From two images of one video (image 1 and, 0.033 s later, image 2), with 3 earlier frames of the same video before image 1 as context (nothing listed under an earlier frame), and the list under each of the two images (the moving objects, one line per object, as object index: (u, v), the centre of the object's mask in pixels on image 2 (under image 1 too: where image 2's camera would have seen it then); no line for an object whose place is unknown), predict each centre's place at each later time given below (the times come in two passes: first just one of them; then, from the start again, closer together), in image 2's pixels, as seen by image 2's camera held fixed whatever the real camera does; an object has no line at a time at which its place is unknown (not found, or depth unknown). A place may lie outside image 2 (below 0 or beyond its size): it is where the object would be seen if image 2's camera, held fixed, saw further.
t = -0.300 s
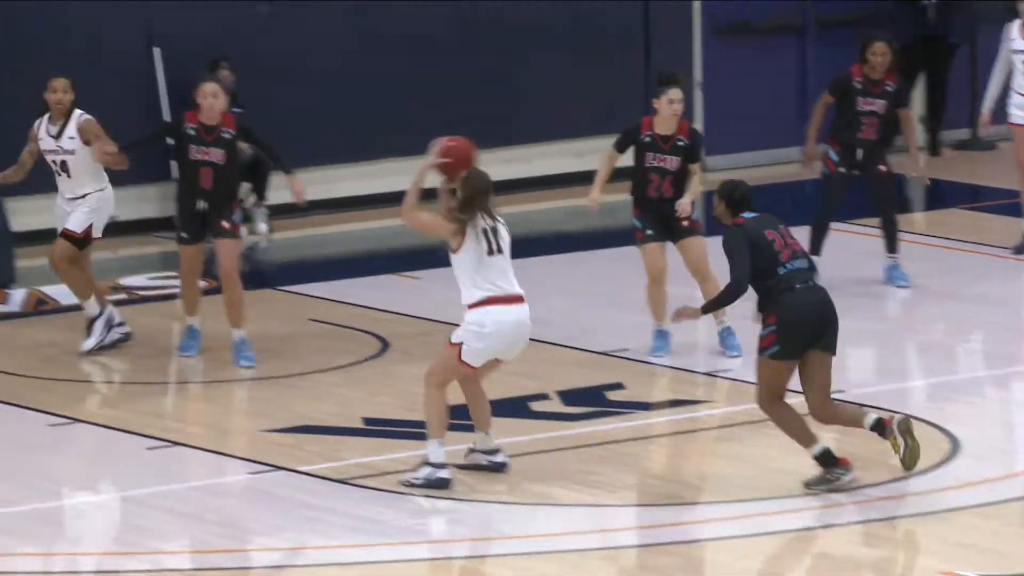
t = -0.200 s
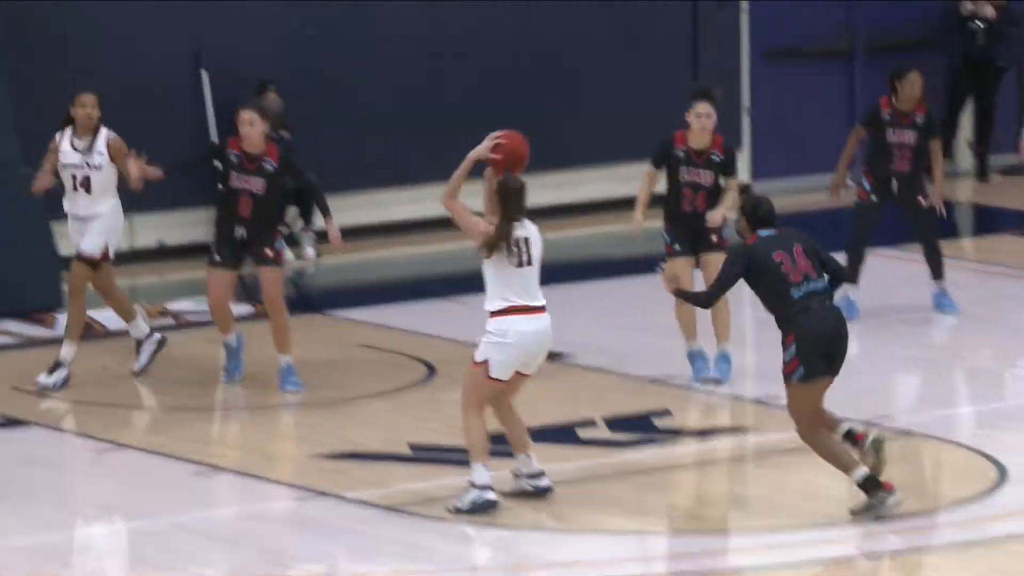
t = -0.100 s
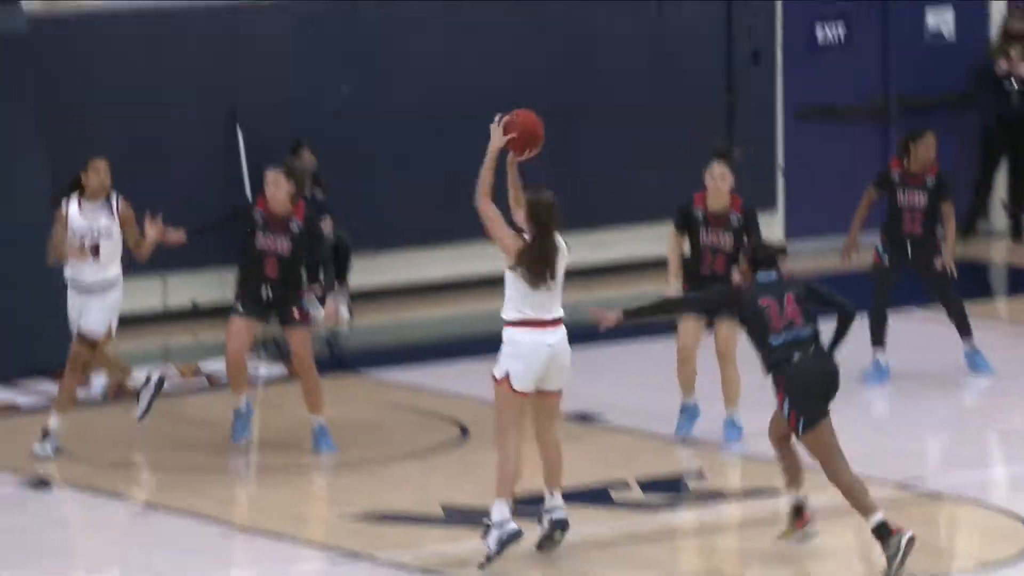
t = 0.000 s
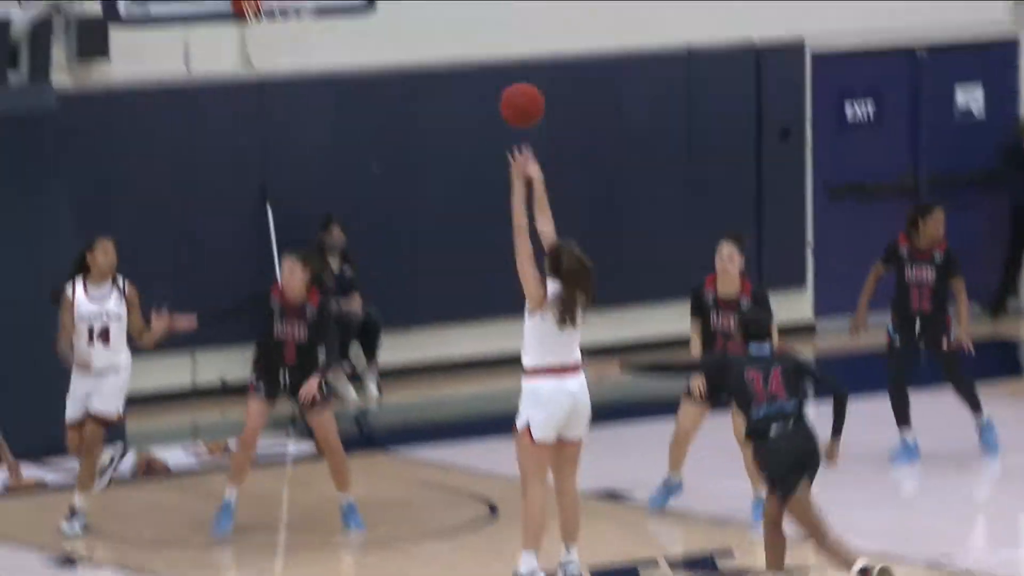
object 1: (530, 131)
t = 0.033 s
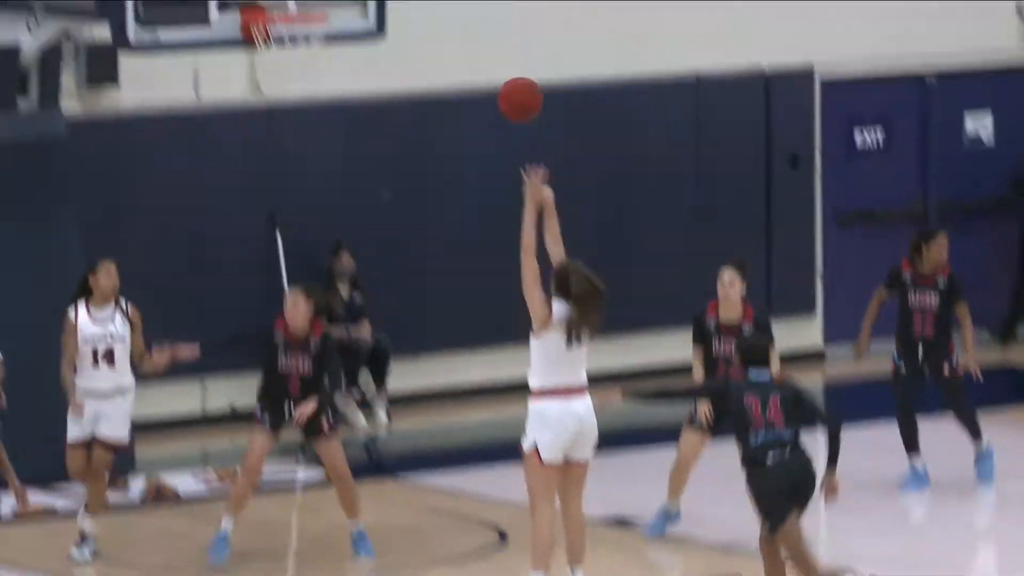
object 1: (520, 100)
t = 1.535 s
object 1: (275, 107)
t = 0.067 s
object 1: (510, 69)
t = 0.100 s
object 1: (500, 41)
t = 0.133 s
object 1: (489, 15)
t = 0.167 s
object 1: (478, -9)
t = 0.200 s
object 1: (468, -30)
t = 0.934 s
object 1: (278, 12)
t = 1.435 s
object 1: (289, 76)
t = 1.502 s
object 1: (280, 95)
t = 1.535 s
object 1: (275, 107)
